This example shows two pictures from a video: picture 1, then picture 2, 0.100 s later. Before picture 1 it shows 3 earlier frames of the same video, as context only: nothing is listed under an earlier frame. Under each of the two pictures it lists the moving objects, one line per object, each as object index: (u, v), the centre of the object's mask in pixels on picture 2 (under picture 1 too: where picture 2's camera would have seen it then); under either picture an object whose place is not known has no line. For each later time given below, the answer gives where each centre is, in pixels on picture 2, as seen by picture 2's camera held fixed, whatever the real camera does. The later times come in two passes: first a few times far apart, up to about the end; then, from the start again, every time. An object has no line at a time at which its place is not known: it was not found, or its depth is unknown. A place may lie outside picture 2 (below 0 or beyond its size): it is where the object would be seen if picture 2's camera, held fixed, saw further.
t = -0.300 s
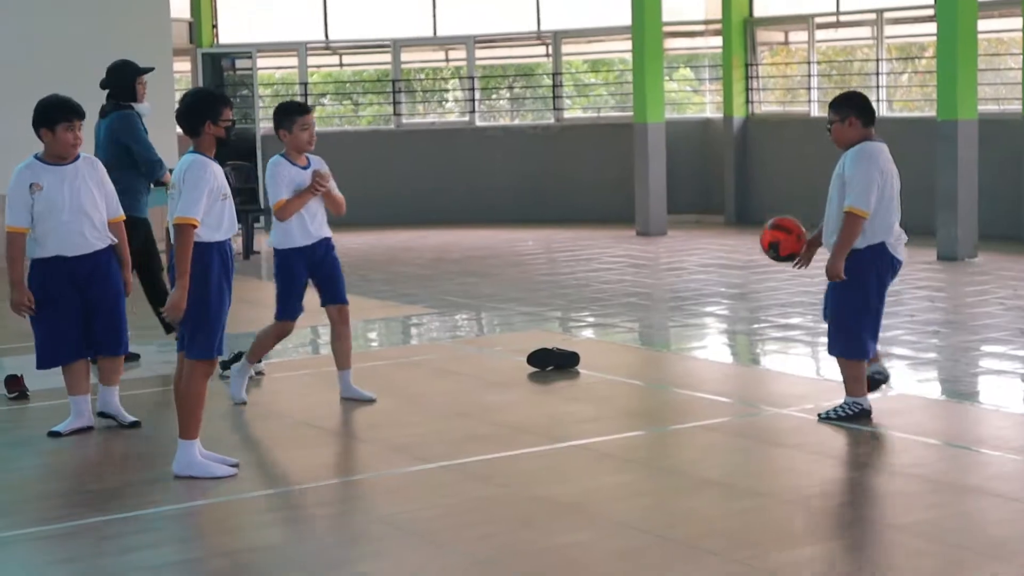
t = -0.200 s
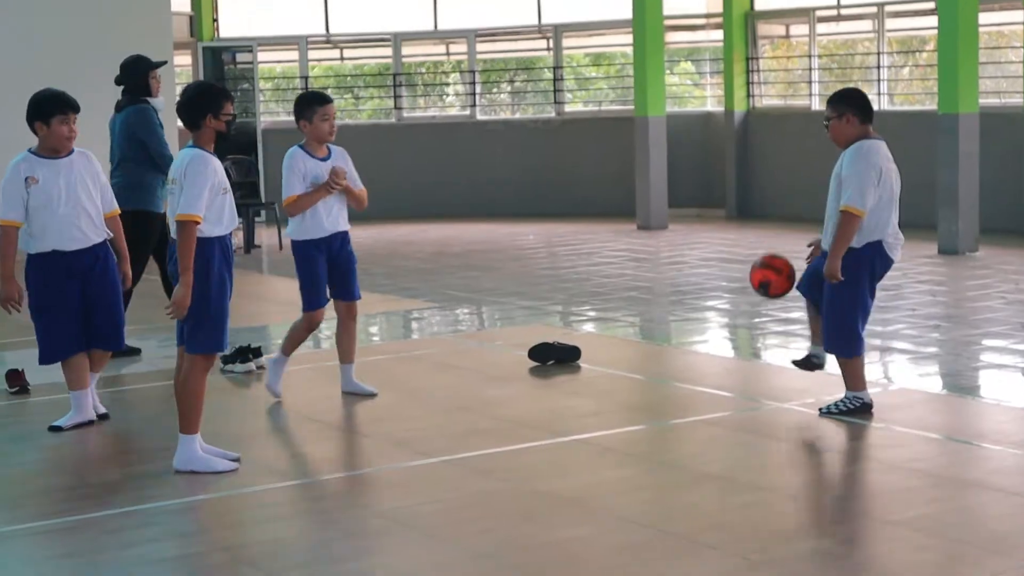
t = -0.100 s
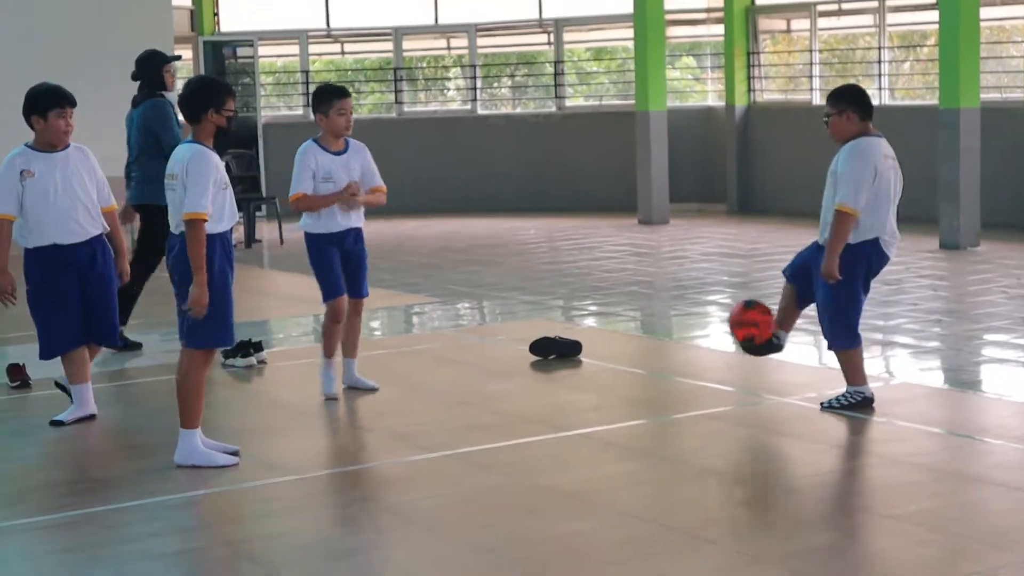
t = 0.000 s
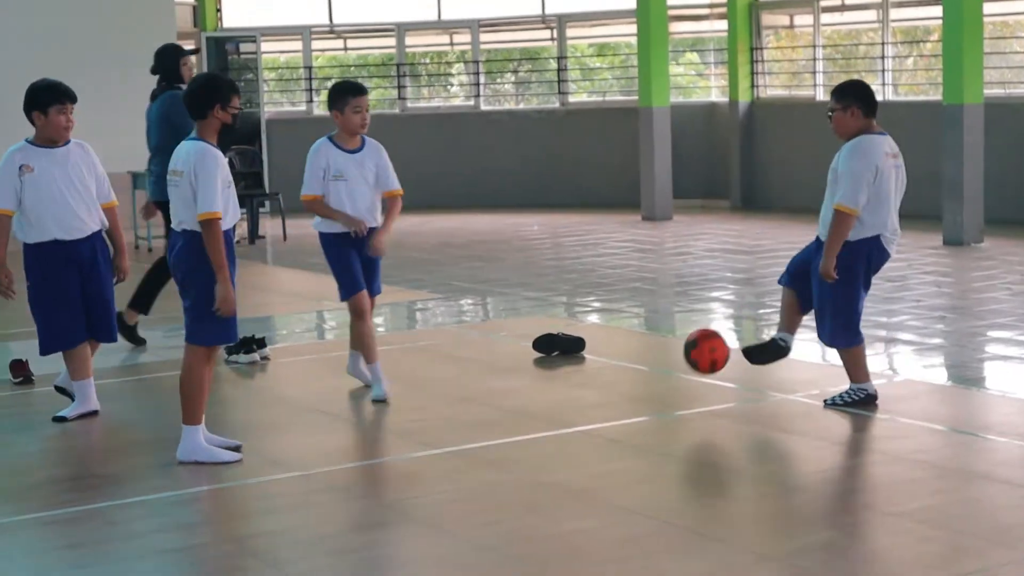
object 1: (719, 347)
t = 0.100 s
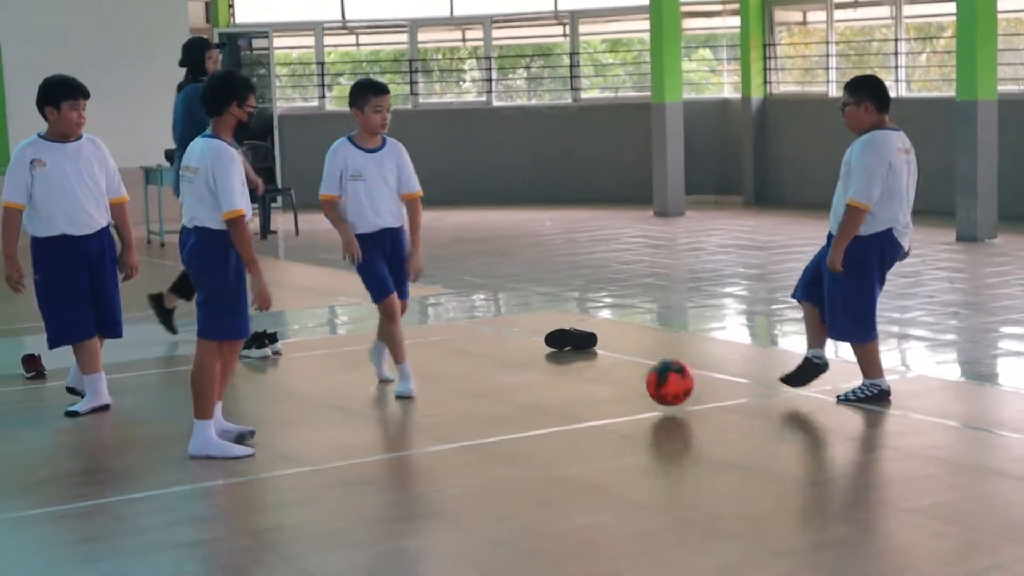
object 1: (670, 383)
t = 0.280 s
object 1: (586, 384)
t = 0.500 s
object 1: (479, 411)
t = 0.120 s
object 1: (661, 379)
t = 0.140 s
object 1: (652, 377)
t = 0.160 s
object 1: (642, 375)
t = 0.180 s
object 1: (633, 374)
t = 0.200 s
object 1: (624, 374)
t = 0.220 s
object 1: (615, 375)
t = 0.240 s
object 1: (606, 377)
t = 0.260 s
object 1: (596, 380)
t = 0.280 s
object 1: (586, 384)
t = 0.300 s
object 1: (577, 389)
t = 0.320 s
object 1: (567, 394)
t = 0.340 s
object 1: (557, 401)
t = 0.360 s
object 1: (547, 403)
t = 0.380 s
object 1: (537, 402)
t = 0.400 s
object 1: (528, 401)
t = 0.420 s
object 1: (518, 401)
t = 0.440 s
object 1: (508, 402)
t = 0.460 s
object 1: (498, 404)
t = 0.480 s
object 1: (488, 407)
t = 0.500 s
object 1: (479, 411)
